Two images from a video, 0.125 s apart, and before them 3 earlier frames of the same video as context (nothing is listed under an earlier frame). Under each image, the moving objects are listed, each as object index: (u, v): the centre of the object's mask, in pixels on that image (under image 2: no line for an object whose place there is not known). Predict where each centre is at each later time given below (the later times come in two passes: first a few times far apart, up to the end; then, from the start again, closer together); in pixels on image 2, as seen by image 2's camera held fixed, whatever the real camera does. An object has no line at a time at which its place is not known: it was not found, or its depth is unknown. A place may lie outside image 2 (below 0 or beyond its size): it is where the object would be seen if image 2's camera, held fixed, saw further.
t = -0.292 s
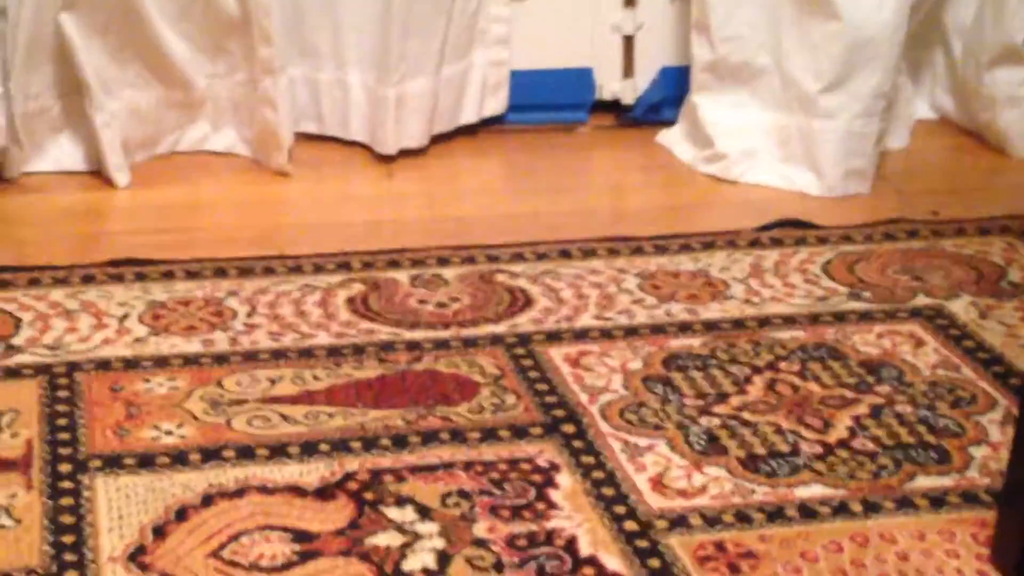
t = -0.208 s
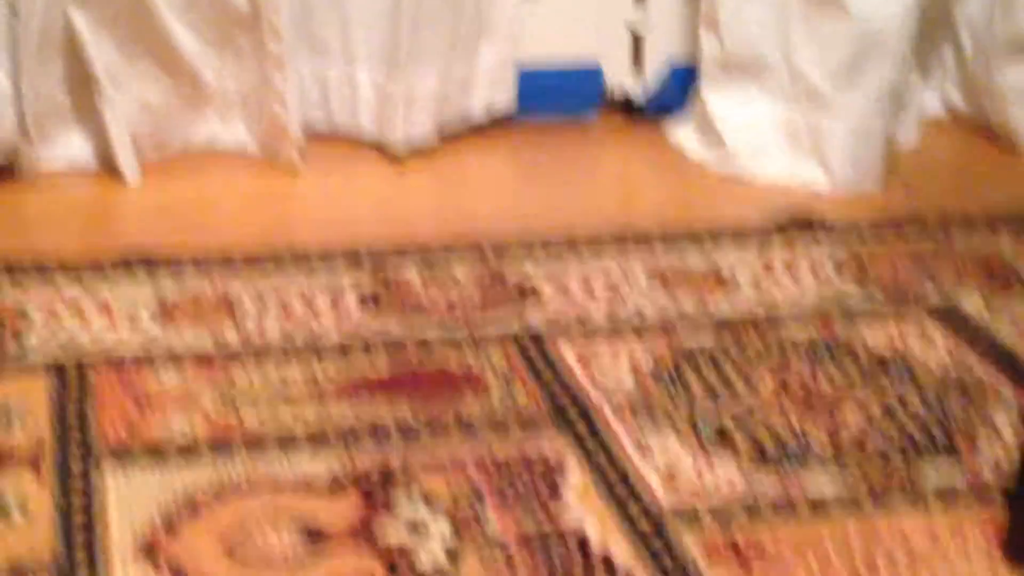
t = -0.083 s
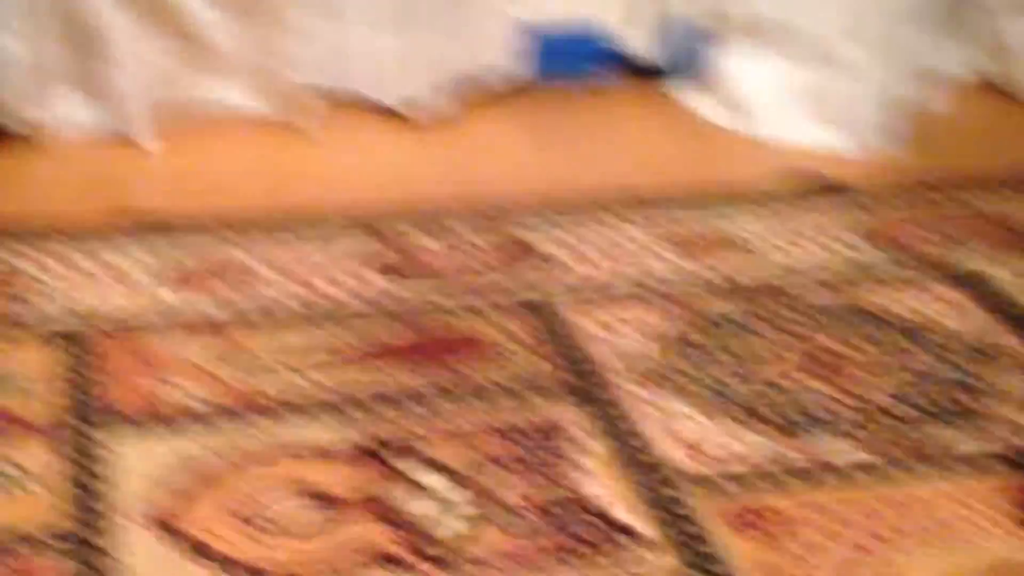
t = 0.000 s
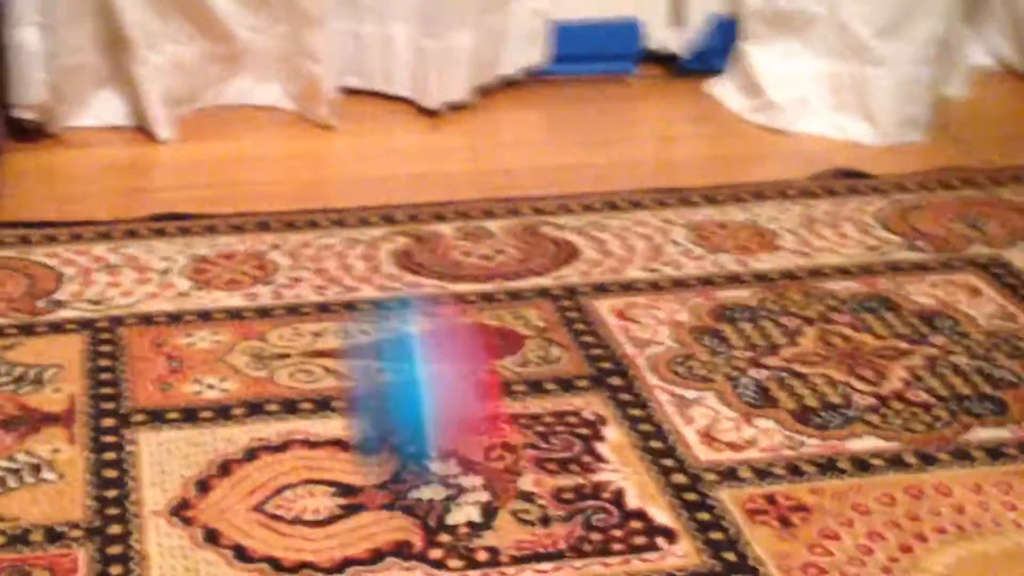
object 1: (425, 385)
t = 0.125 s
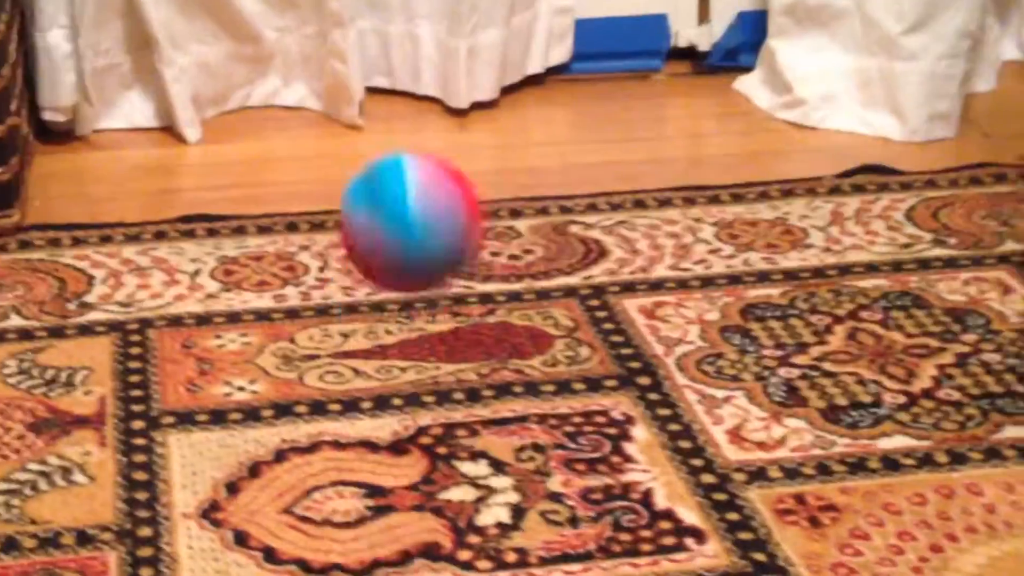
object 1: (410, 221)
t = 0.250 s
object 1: (388, 326)
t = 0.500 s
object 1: (368, 159)
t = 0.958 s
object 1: (378, 46)
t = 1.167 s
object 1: (425, 68)
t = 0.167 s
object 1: (403, 227)
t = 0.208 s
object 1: (395, 264)
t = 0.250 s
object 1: (388, 326)
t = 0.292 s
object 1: (383, 410)
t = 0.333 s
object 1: (370, 394)
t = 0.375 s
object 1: (374, 289)
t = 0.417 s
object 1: (370, 220)
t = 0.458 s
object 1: (369, 181)
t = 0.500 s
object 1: (368, 159)
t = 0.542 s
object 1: (368, 156)
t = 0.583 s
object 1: (369, 173)
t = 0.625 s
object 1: (371, 210)
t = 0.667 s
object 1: (369, 156)
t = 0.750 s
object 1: (367, 94)
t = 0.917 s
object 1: (372, 60)
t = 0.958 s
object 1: (378, 46)
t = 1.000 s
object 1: (388, 37)
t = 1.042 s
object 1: (401, 43)
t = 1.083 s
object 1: (407, 62)
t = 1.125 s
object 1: (417, 73)
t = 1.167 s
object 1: (425, 68)
